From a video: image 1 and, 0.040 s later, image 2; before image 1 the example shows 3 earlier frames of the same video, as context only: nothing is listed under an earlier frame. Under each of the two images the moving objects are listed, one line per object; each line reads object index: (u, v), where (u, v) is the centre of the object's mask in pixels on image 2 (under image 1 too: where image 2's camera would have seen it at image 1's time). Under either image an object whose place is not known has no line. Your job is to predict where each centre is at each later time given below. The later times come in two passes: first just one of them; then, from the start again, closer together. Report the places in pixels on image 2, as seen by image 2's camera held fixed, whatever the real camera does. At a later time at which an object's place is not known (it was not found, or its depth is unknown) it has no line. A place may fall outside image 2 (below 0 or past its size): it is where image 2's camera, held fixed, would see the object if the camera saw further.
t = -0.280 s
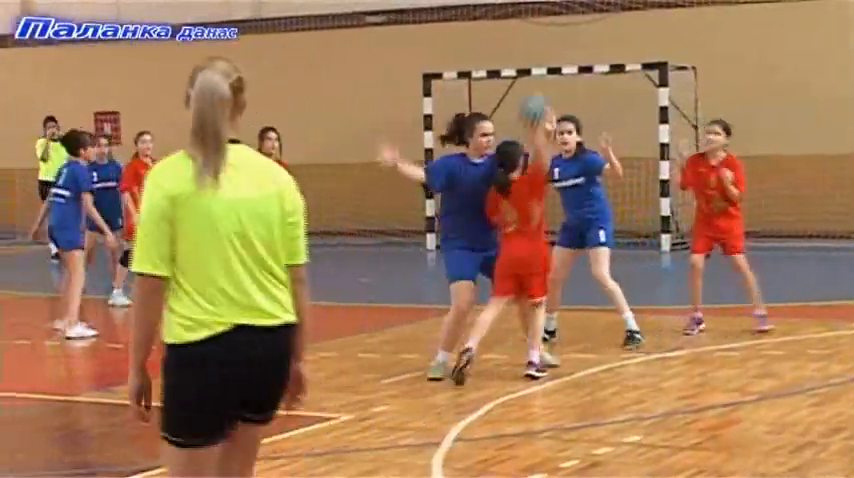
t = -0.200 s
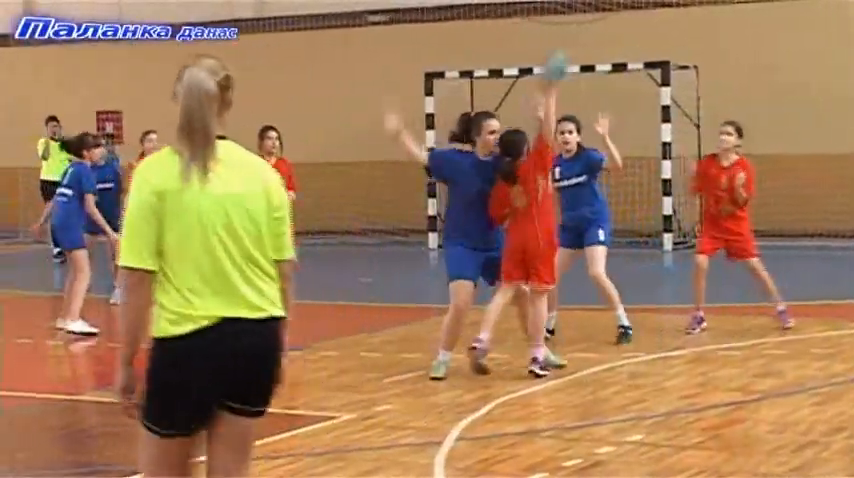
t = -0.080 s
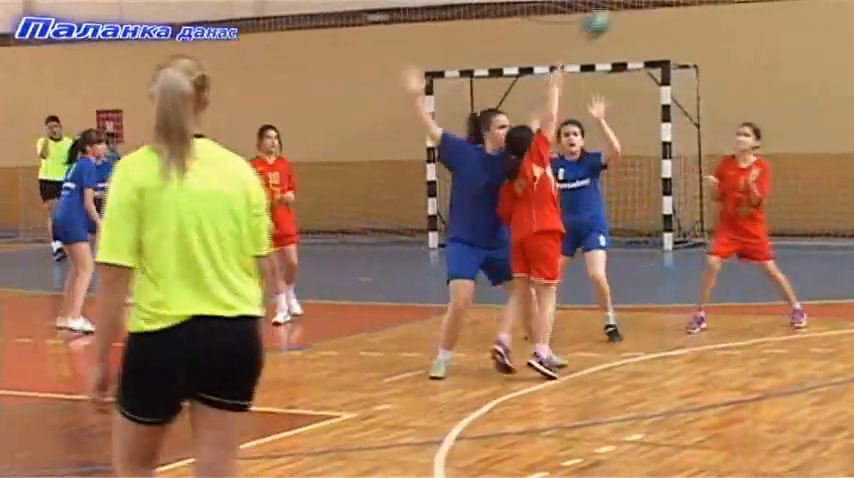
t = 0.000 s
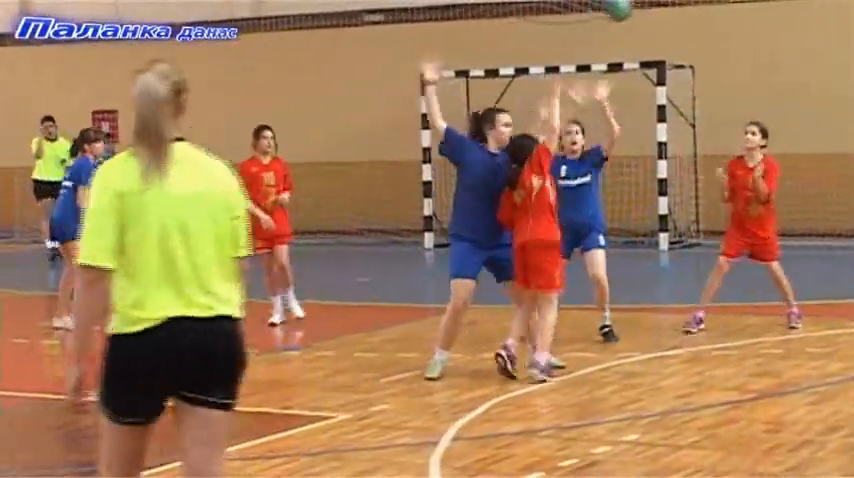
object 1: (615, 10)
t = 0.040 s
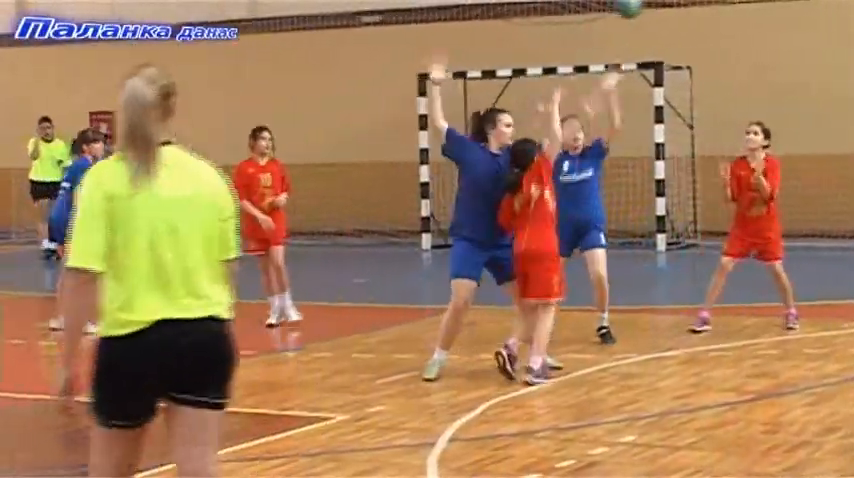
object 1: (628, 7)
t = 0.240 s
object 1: (692, 23)
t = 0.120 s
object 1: (654, 5)
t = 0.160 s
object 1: (667, 8)
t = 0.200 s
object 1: (679, 15)
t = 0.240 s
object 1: (692, 23)
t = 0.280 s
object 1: (702, 32)
